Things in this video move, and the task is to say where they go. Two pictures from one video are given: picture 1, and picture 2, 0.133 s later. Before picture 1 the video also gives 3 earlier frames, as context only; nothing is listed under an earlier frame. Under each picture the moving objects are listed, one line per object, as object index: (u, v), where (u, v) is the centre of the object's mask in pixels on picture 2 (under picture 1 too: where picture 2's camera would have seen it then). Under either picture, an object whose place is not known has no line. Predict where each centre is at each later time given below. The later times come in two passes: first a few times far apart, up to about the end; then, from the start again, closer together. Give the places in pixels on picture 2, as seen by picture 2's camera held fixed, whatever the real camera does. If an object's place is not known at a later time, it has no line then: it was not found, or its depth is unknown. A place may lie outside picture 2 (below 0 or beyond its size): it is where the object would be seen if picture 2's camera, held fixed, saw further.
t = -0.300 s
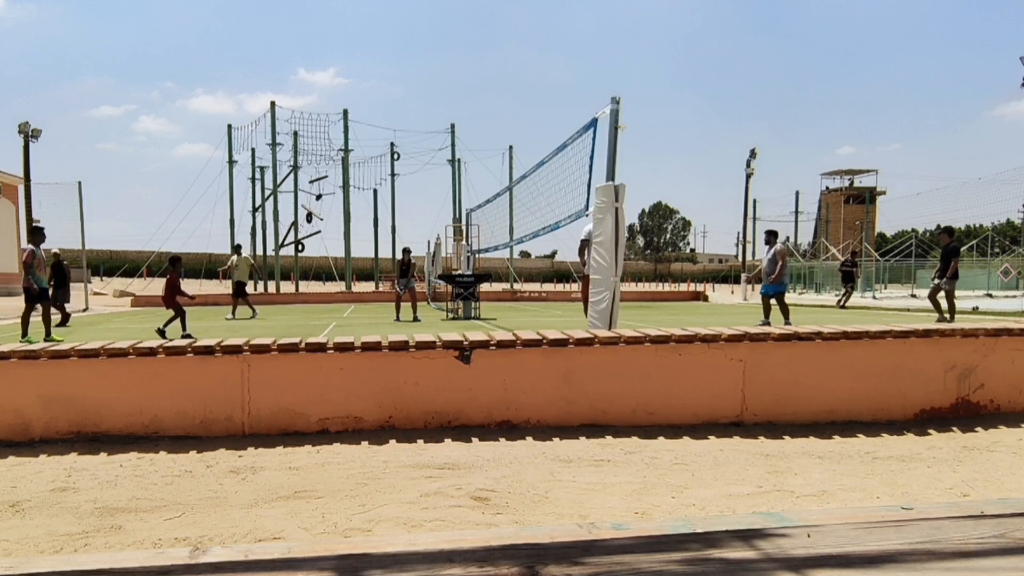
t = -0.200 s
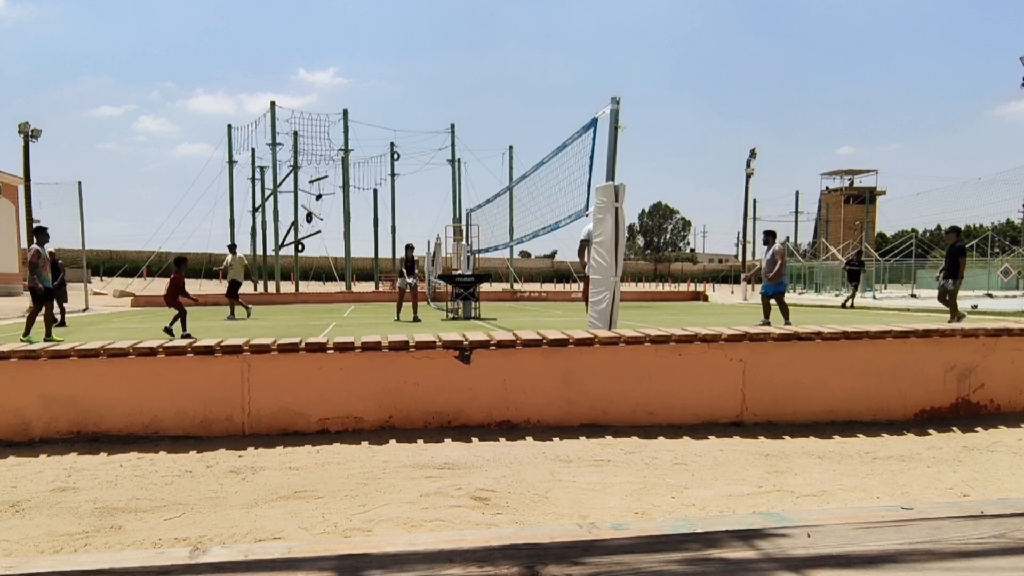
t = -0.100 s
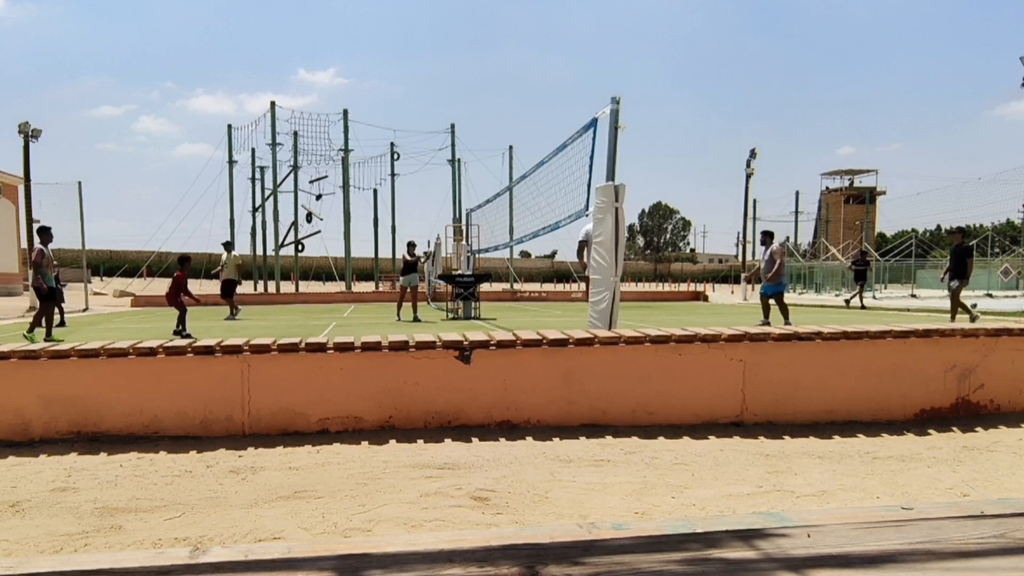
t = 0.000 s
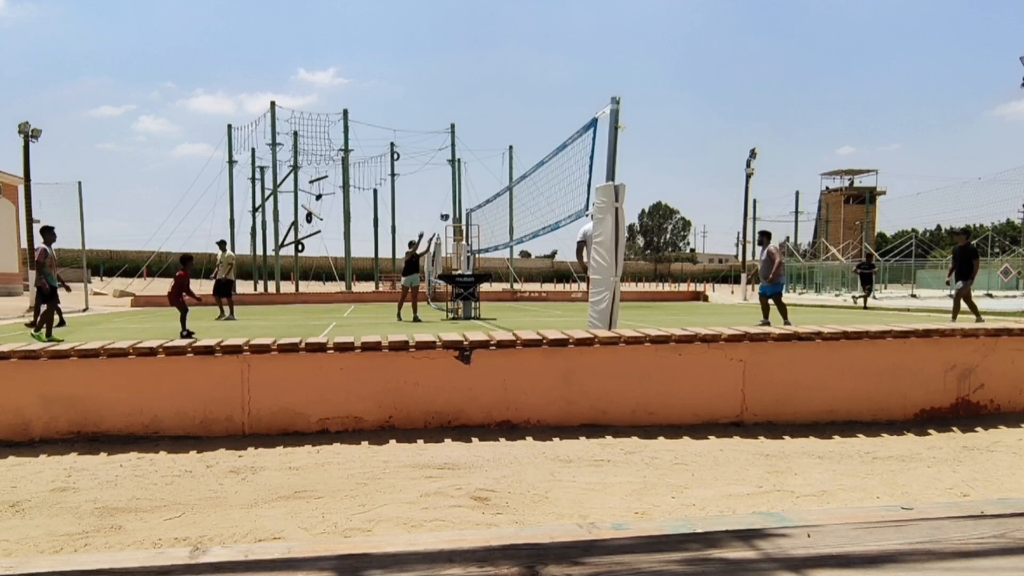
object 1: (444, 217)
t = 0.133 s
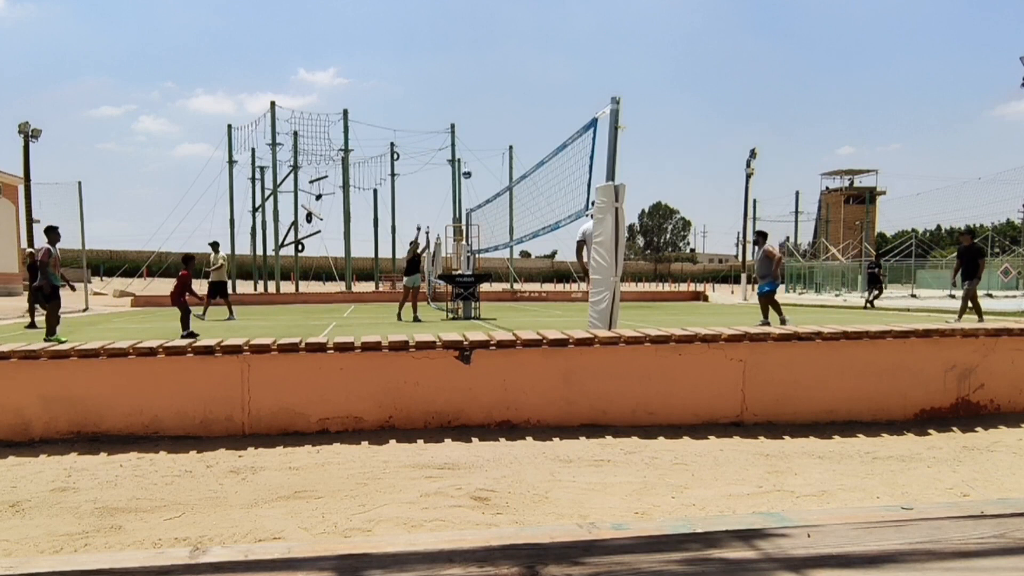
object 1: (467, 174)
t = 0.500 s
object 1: (532, 95)
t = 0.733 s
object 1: (571, 79)
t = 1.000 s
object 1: (618, 94)
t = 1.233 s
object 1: (659, 140)
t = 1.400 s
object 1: (686, 191)
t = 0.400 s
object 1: (512, 111)
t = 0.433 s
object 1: (518, 105)
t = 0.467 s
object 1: (524, 100)
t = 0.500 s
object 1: (532, 95)
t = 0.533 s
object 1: (535, 91)
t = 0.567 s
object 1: (541, 88)
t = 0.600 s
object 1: (547, 85)
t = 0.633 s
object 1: (553, 83)
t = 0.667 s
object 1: (559, 81)
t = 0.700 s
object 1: (565, 79)
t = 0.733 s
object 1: (571, 79)
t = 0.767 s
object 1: (577, 78)
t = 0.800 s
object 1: (583, 79)
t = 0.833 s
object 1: (589, 80)
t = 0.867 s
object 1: (594, 82)
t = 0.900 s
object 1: (601, 84)
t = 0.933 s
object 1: (606, 87)
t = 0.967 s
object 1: (612, 90)
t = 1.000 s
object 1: (618, 94)
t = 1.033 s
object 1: (623, 99)
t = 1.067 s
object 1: (630, 104)
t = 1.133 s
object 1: (642, 117)
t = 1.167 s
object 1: (648, 124)
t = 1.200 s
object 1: (653, 132)
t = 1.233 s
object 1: (659, 140)
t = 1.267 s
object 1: (664, 149)
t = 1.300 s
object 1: (670, 158)
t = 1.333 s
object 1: (675, 169)
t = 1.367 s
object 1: (681, 180)
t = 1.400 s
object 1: (686, 191)
